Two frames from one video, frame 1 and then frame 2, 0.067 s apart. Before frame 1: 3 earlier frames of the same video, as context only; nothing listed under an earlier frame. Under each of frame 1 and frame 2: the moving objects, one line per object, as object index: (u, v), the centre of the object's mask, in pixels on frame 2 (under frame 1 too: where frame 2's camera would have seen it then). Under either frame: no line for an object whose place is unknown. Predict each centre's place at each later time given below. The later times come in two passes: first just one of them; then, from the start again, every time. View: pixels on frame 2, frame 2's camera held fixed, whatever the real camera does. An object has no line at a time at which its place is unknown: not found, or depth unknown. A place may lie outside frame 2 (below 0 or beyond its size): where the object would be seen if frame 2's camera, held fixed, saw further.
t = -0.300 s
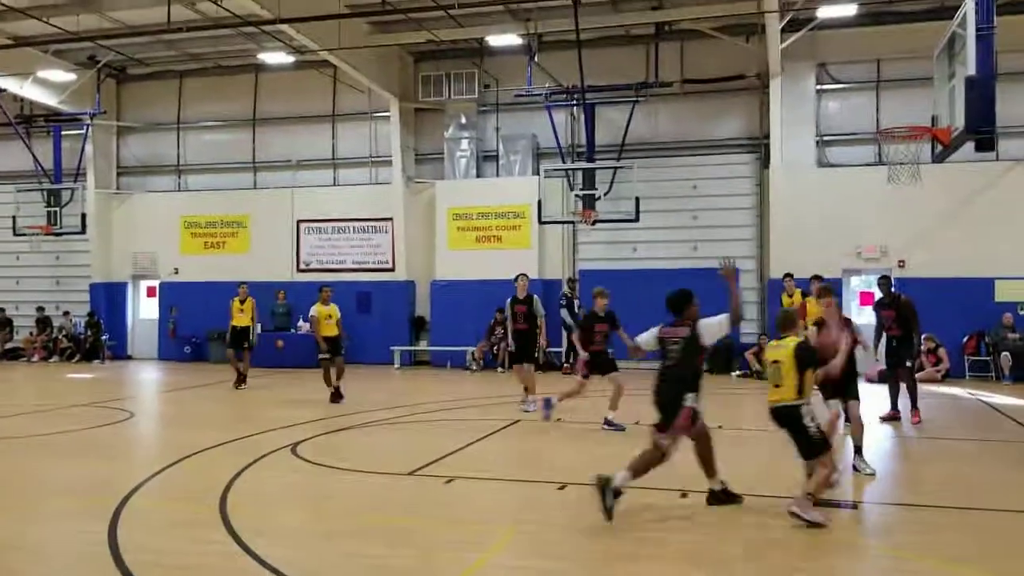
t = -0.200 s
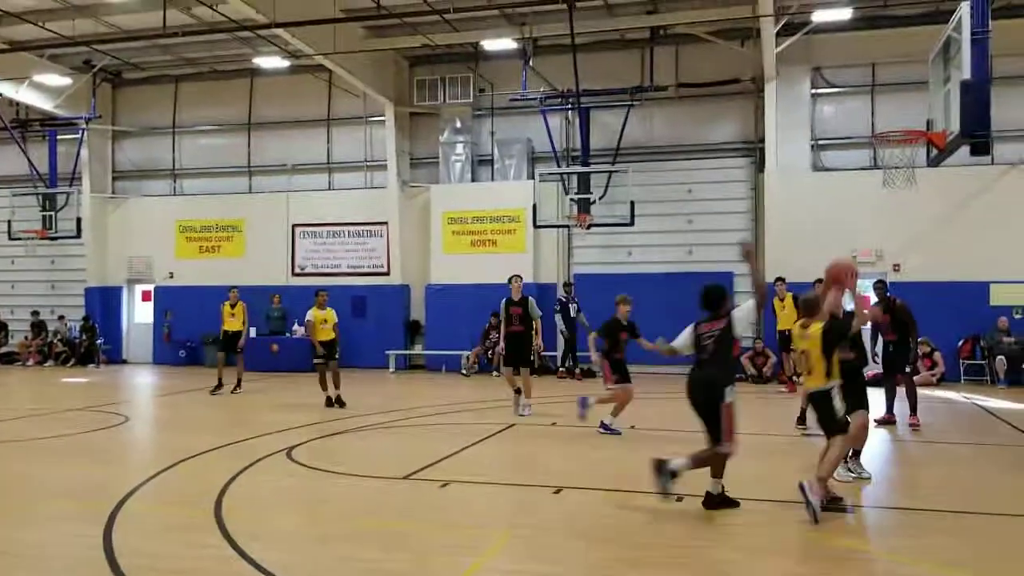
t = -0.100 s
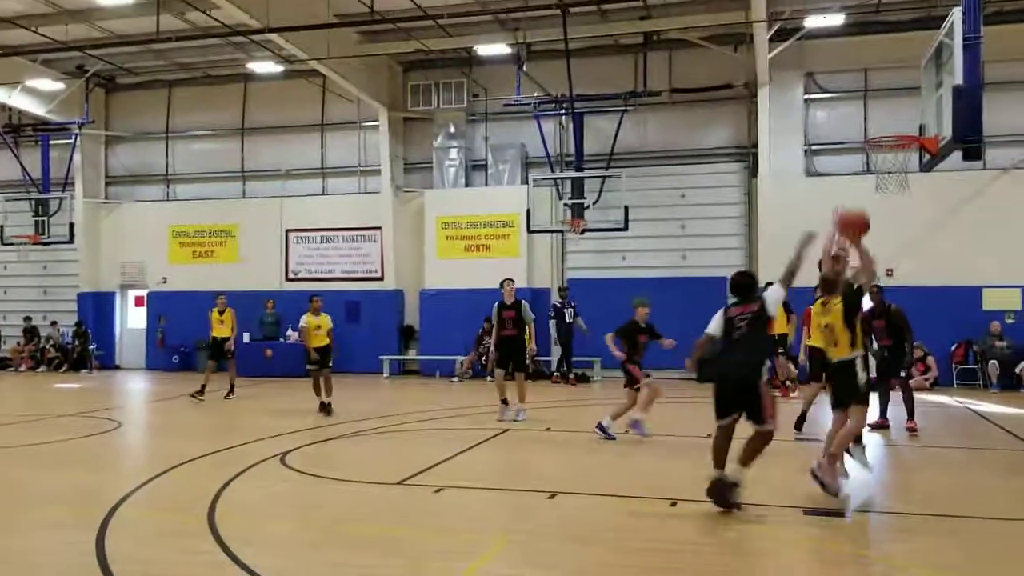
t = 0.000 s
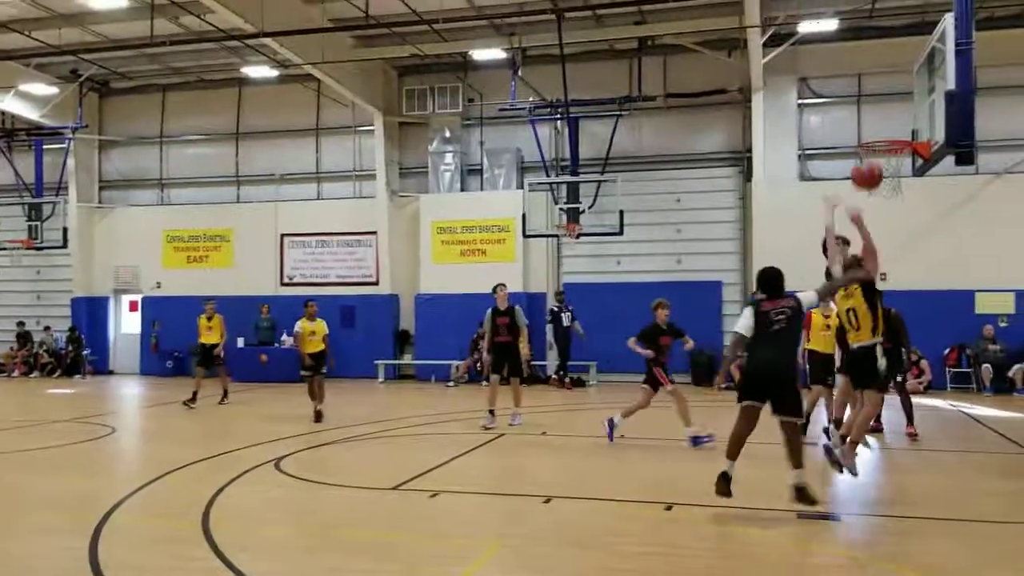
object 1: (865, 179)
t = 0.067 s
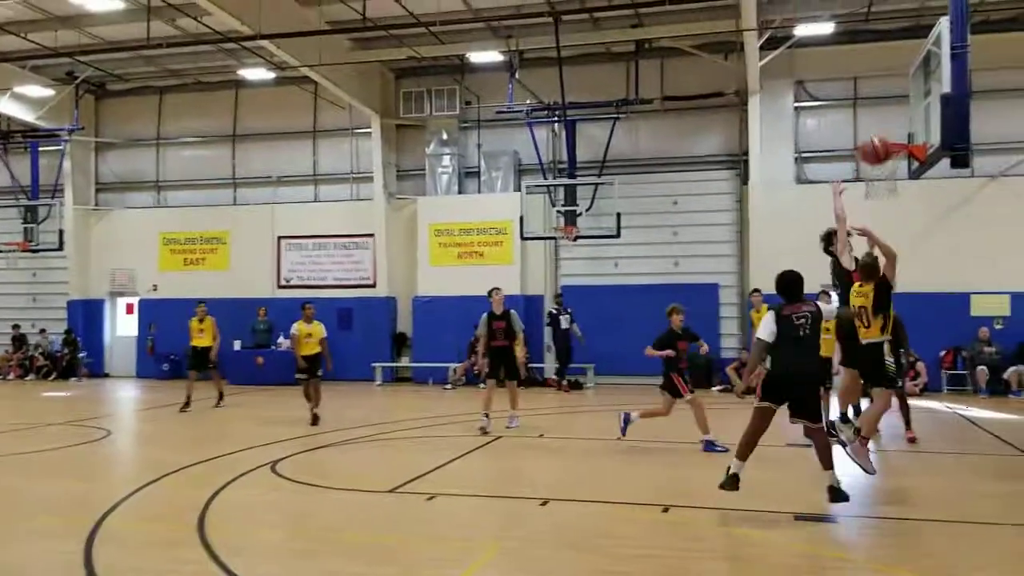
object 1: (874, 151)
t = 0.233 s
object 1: (907, 108)
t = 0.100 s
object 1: (882, 140)
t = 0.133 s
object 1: (889, 130)
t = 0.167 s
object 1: (895, 121)
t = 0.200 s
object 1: (902, 113)
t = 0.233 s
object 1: (907, 108)
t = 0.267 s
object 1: (914, 104)
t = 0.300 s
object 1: (920, 101)
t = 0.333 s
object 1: (925, 99)
